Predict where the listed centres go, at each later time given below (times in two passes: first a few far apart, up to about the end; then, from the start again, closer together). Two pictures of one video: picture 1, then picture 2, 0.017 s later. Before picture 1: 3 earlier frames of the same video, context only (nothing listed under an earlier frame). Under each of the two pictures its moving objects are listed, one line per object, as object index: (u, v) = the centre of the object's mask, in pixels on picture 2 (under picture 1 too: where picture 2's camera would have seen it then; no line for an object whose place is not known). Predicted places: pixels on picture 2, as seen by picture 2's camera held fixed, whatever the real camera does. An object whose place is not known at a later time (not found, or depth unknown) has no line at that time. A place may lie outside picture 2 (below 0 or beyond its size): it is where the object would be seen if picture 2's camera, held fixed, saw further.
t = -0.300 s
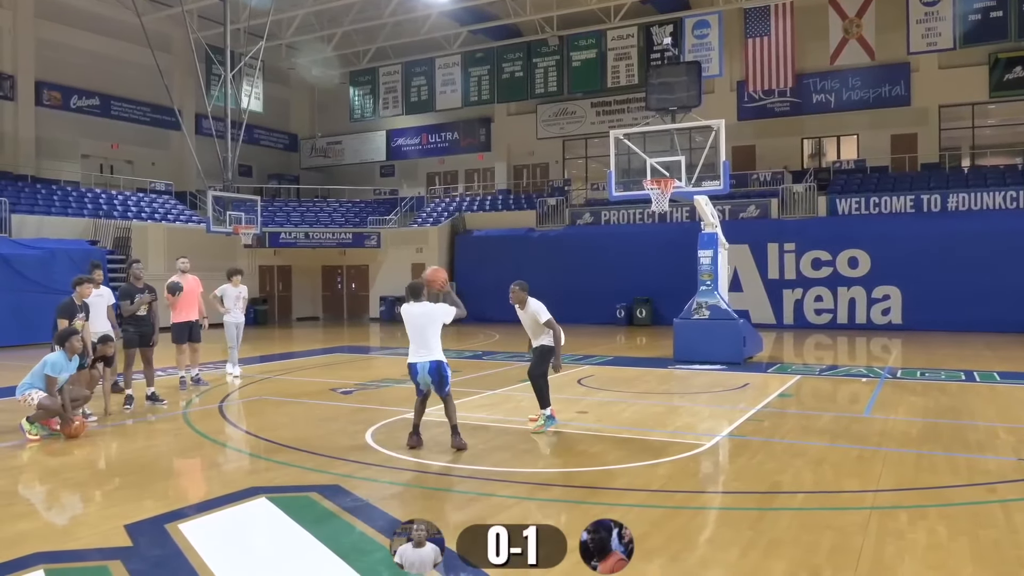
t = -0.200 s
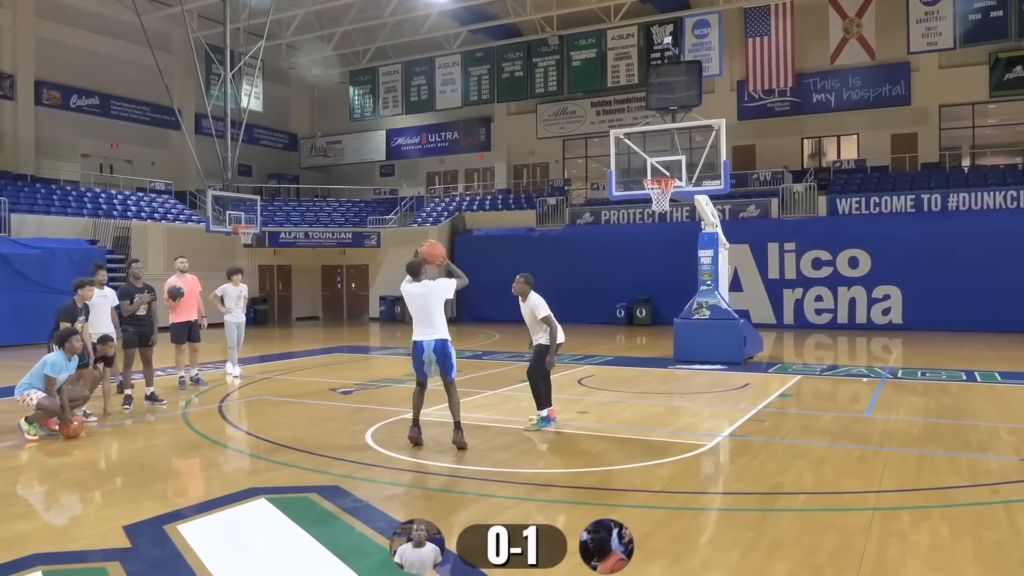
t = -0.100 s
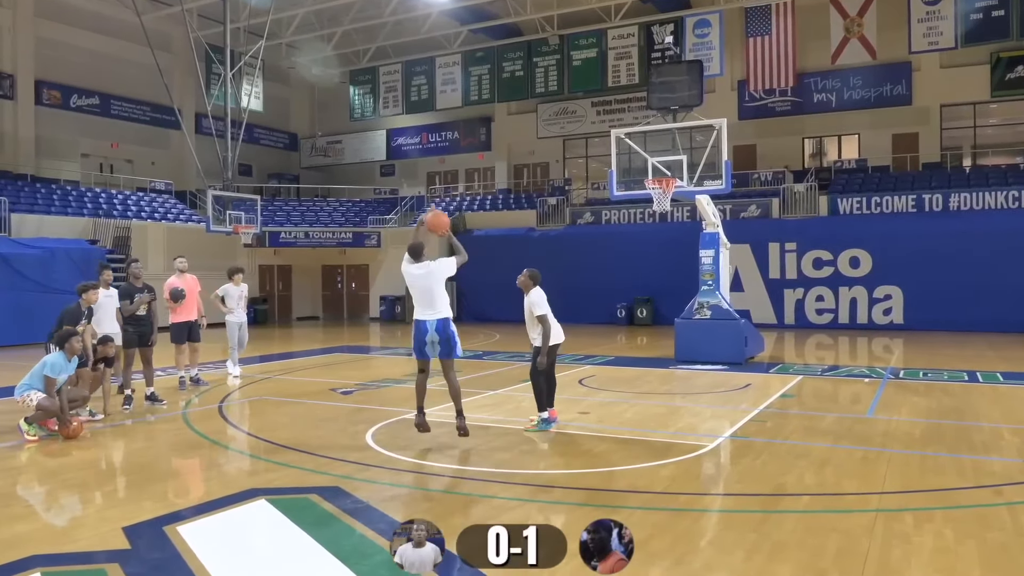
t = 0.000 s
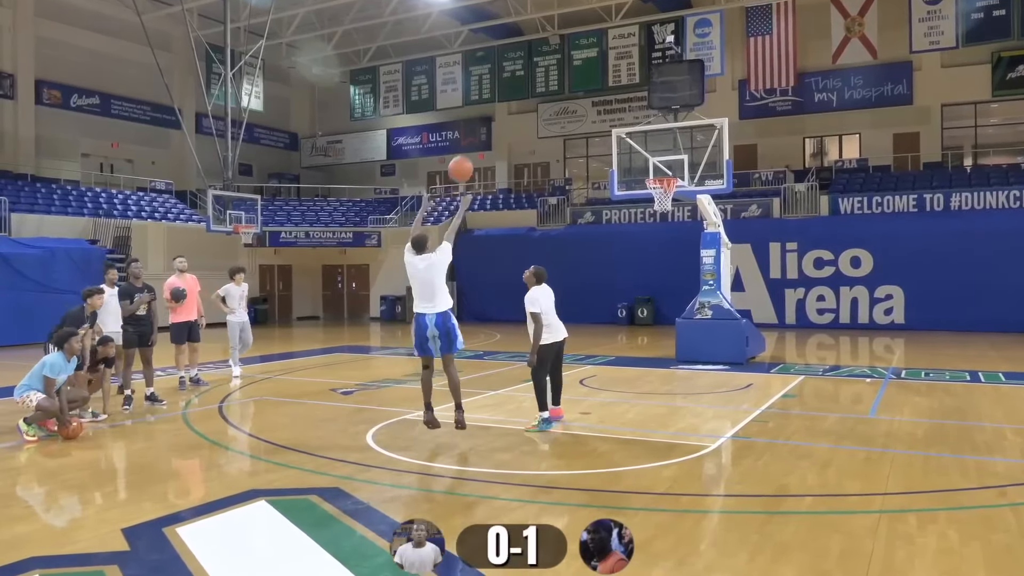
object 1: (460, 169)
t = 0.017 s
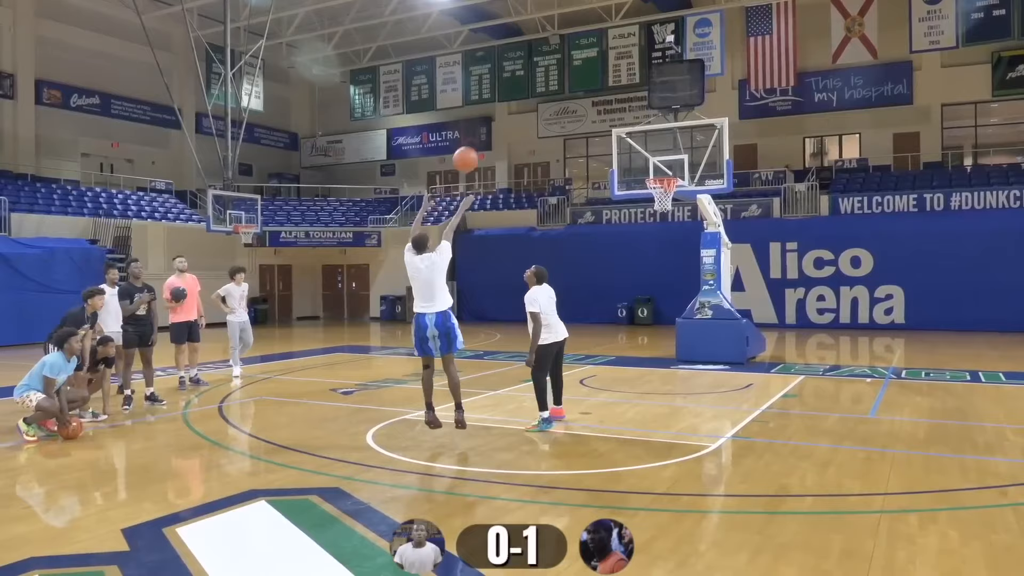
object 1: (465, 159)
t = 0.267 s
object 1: (525, 68)
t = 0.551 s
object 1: (580, 44)
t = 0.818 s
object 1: (621, 78)
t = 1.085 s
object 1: (656, 154)
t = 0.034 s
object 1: (470, 151)
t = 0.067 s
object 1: (478, 135)
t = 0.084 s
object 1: (483, 127)
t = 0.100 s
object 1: (487, 120)
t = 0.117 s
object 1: (491, 114)
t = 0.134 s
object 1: (495, 107)
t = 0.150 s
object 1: (499, 101)
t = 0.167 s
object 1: (503, 95)
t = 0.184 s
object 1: (507, 90)
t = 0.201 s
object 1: (511, 85)
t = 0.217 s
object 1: (514, 81)
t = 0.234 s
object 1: (518, 76)
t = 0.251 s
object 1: (522, 72)
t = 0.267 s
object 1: (525, 68)
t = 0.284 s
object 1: (529, 65)
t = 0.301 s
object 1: (532, 61)
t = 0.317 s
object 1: (536, 59)
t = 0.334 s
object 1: (539, 56)
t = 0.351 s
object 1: (543, 54)
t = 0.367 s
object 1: (546, 51)
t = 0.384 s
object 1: (550, 50)
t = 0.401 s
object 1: (552, 48)
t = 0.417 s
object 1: (556, 47)
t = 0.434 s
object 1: (559, 46)
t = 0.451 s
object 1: (562, 45)
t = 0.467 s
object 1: (565, 44)
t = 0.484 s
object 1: (568, 44)
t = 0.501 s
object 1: (572, 43)
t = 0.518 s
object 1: (574, 44)
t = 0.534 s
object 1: (577, 44)
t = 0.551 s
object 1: (580, 44)
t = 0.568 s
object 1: (583, 44)
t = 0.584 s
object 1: (586, 45)
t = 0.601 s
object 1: (588, 47)
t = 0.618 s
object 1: (591, 48)
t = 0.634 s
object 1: (594, 49)
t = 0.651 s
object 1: (596, 51)
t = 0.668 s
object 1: (599, 53)
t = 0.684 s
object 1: (602, 55)
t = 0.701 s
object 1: (604, 57)
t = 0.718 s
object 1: (606, 60)
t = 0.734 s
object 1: (609, 63)
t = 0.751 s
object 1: (611, 66)
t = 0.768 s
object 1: (613, 68)
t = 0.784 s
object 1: (616, 72)
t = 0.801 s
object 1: (618, 75)
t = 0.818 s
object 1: (621, 78)
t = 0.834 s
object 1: (623, 81)
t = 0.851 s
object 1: (626, 85)
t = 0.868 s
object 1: (628, 89)
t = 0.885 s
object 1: (630, 94)
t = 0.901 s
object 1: (633, 98)
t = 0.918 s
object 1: (635, 102)
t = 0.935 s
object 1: (637, 107)
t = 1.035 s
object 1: (650, 137)
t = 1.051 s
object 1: (652, 142)
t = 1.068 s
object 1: (654, 148)
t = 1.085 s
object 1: (656, 154)
